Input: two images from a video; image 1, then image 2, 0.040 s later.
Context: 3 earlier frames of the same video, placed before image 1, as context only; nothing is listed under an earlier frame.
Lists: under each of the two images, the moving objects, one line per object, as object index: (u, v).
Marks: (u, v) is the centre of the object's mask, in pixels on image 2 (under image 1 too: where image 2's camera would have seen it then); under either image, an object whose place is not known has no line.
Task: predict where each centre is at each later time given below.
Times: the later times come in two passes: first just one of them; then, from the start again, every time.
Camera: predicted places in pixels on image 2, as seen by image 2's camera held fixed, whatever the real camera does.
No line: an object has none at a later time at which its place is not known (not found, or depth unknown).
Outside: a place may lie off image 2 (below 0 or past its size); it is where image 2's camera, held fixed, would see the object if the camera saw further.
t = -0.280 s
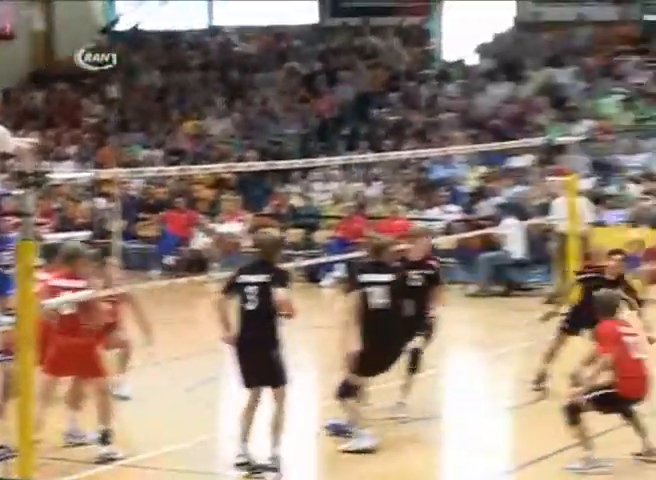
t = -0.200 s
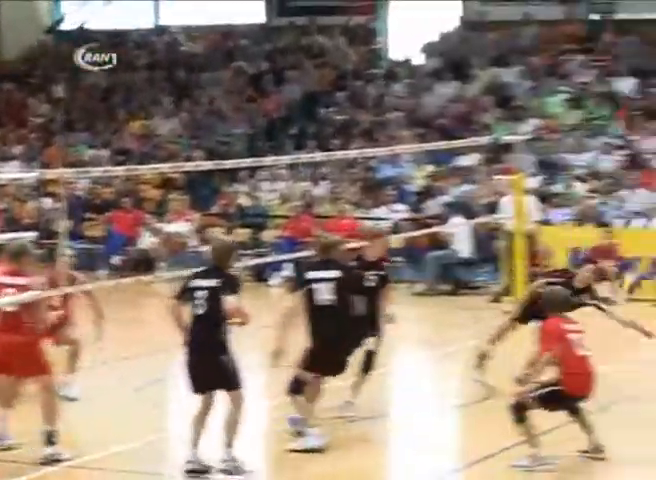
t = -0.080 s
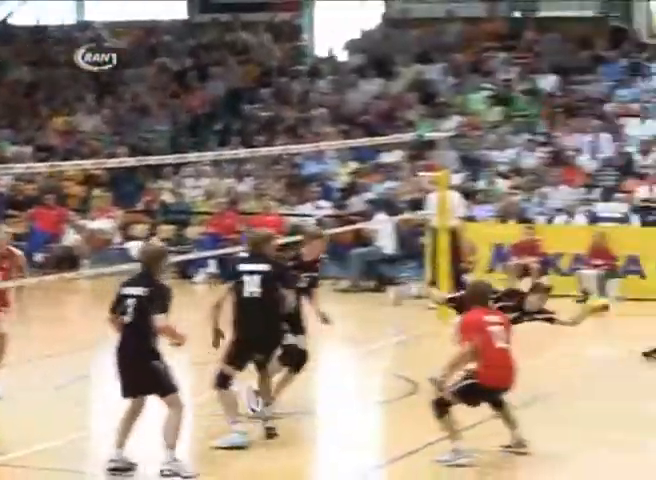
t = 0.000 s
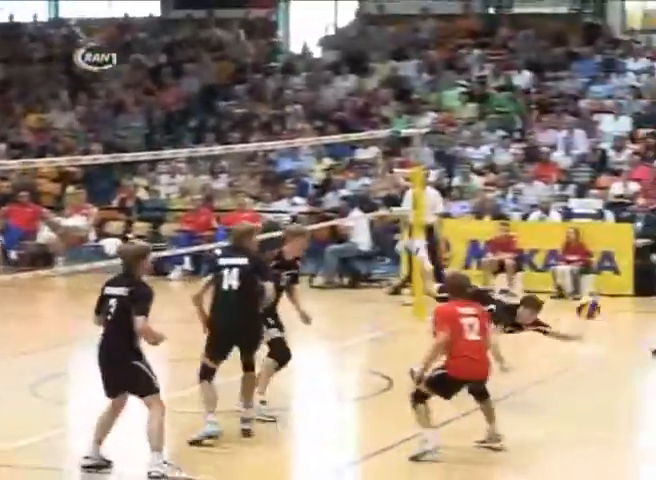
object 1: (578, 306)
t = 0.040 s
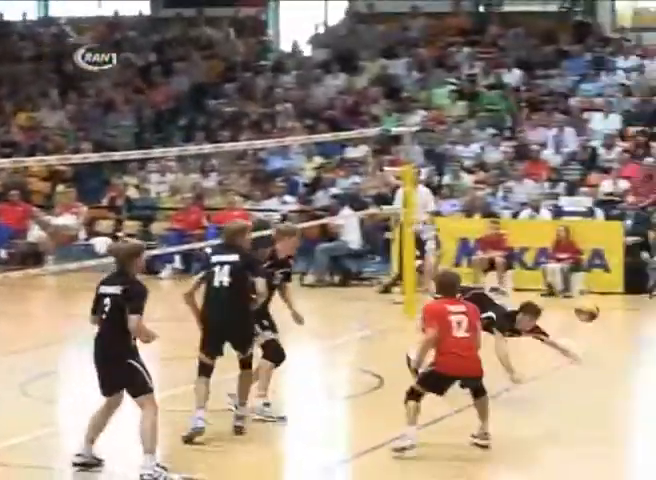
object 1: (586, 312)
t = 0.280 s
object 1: (640, 388)
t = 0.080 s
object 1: (596, 322)
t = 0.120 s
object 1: (603, 328)
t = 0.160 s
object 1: (613, 340)
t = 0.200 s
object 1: (622, 354)
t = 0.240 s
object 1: (631, 370)
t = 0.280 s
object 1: (640, 388)
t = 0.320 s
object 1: (651, 409)
